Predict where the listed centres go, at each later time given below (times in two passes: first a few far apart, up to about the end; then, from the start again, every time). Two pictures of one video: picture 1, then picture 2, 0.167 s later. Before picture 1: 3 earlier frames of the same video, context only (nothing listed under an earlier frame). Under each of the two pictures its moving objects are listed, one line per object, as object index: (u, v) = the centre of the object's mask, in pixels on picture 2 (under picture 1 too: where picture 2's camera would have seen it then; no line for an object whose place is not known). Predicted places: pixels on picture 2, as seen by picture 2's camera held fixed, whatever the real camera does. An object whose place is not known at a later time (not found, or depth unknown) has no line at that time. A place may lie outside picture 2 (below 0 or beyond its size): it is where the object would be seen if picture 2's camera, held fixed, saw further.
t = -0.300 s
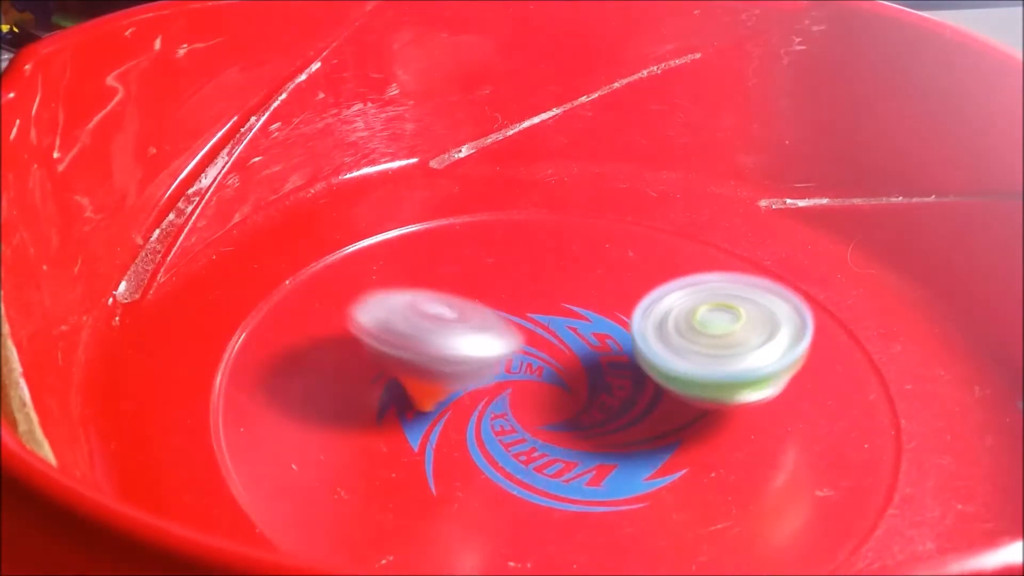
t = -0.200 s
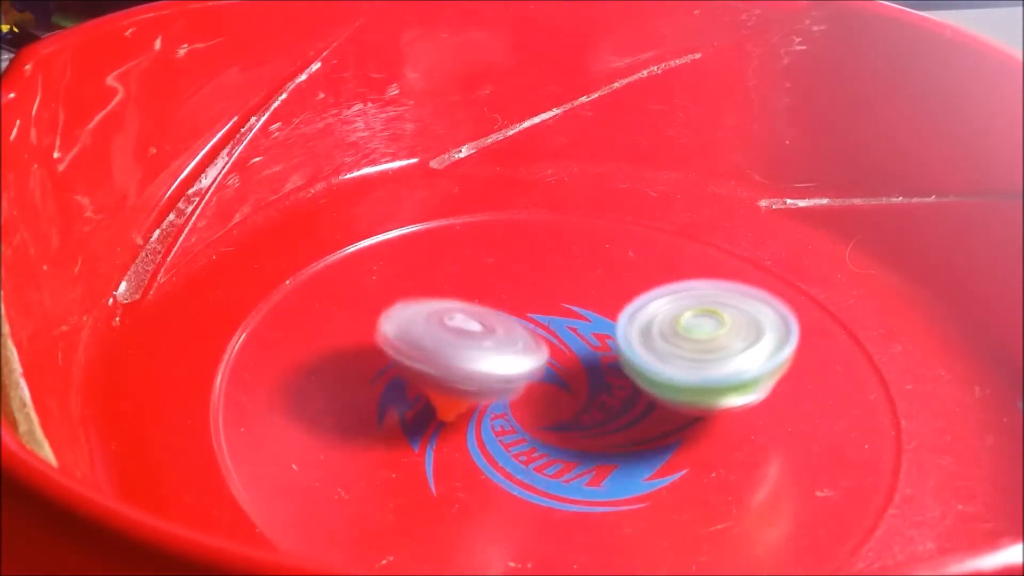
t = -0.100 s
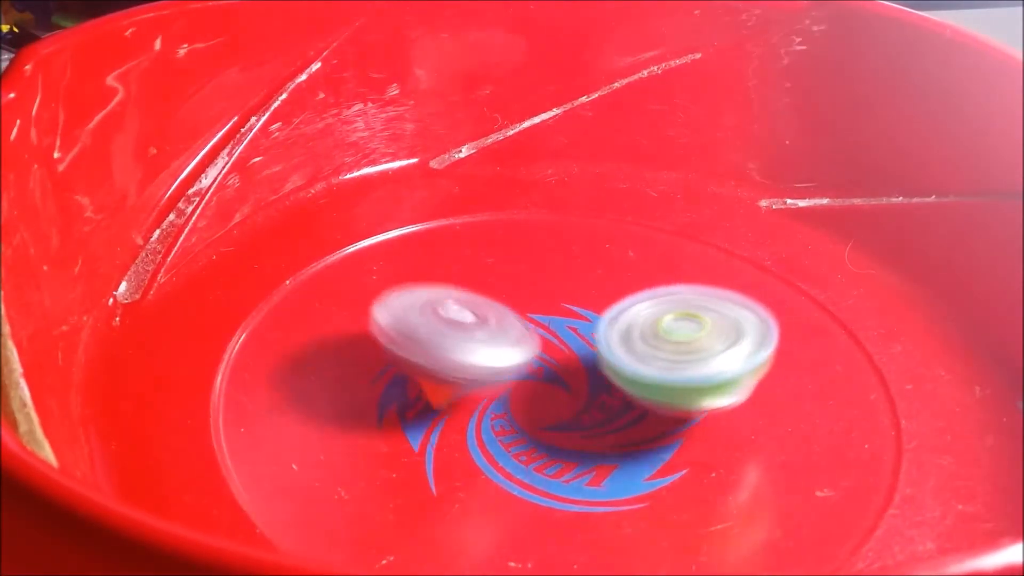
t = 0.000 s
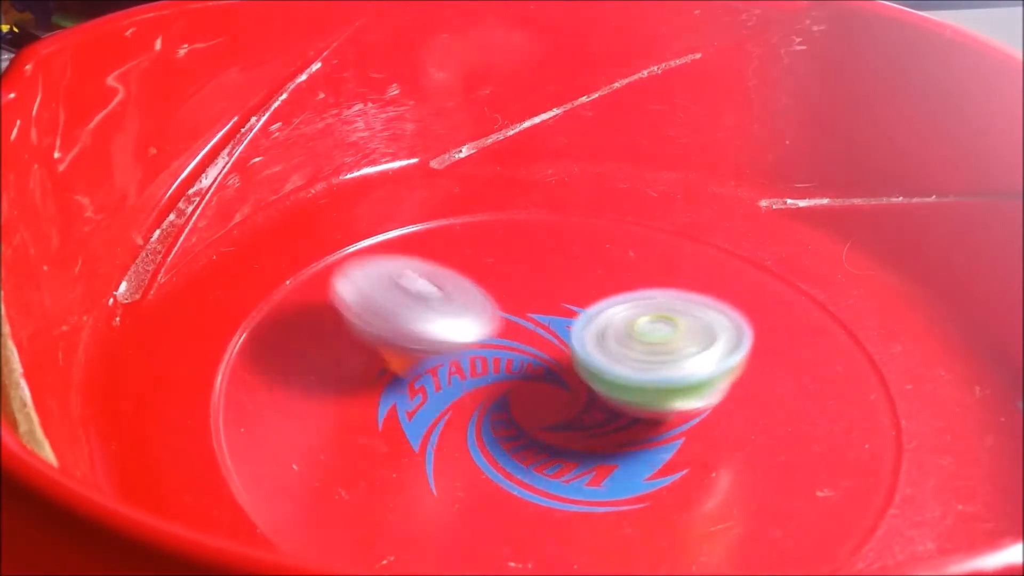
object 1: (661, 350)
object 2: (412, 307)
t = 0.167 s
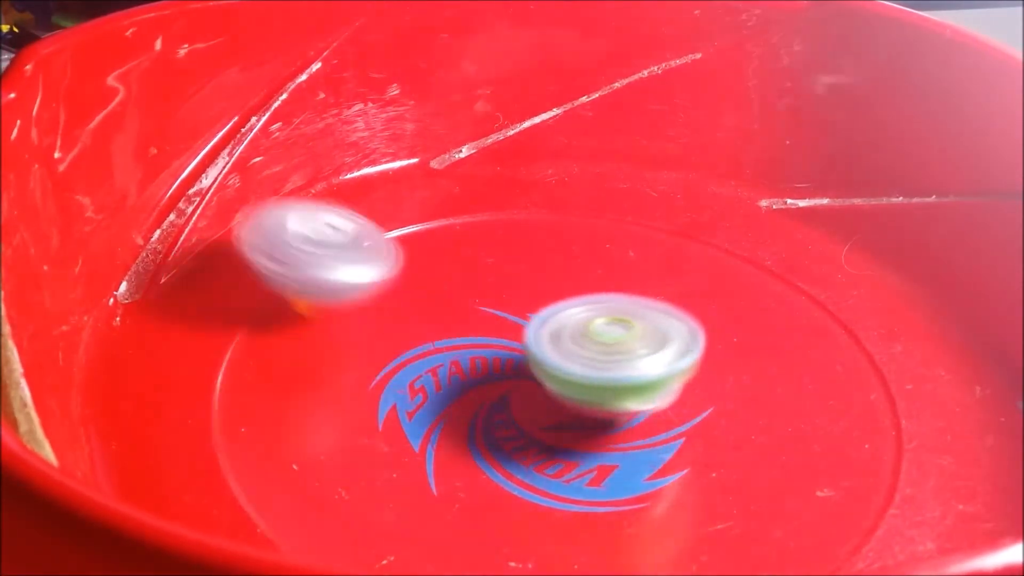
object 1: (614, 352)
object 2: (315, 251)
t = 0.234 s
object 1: (595, 351)
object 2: (287, 241)
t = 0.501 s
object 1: (528, 339)
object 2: (349, 273)
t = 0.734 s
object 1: (491, 321)
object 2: (357, 218)
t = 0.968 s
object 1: (531, 328)
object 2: (388, 227)
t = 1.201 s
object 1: (579, 328)
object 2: (498, 199)
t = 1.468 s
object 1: (627, 335)
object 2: (502, 226)
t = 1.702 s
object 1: (674, 390)
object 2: (695, 213)
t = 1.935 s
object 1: (665, 421)
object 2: (631, 238)
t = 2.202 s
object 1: (595, 420)
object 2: (808, 322)
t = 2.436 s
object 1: (550, 391)
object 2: (724, 265)
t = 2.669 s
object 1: (403, 408)
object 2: (624, 370)
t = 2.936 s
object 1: (289, 377)
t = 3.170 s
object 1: (369, 334)
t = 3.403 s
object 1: (338, 301)
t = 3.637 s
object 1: (449, 302)
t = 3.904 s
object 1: (484, 281)
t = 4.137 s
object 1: (425, 274)
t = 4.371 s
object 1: (425, 274)
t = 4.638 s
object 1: (368, 252)
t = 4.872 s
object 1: (370, 264)
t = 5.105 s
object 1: (374, 279)
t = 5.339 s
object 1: (369, 292)
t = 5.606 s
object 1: (383, 323)
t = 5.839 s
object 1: (342, 362)
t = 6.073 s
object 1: (340, 376)
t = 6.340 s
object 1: (420, 380)
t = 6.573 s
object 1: (585, 436)
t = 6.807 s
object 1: (630, 438)
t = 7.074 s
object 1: (627, 436)
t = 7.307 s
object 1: (654, 450)
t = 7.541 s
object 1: (632, 427)
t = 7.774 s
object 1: (638, 378)
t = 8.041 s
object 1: (642, 377)
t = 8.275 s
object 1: (596, 386)
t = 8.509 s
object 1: (503, 388)
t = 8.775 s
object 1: (501, 354)
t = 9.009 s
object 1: (504, 358)
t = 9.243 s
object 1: (524, 363)
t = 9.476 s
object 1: (486, 356)
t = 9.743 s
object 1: (575, 309)
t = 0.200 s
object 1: (604, 352)
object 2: (295, 243)
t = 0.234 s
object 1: (595, 351)
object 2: (287, 241)
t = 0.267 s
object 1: (586, 350)
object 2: (292, 252)
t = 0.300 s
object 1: (576, 348)
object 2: (299, 261)
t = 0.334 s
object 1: (567, 347)
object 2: (309, 271)
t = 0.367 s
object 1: (558, 345)
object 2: (319, 278)
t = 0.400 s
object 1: (550, 344)
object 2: (328, 282)
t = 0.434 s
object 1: (542, 343)
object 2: (336, 282)
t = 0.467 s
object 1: (534, 341)
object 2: (343, 279)
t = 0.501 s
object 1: (528, 339)
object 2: (349, 273)
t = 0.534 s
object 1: (521, 337)
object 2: (353, 264)
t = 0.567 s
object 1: (515, 335)
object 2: (356, 255)
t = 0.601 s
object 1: (509, 332)
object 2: (357, 245)
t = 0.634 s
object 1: (503, 330)
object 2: (358, 236)
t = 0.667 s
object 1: (499, 327)
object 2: (360, 229)
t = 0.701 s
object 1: (494, 324)
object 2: (359, 223)
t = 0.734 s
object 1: (491, 321)
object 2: (357, 218)
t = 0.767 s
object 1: (488, 318)
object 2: (353, 217)
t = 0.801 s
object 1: (486, 314)
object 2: (350, 220)
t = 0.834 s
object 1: (484, 312)
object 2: (351, 226)
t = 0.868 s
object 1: (487, 313)
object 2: (360, 232)
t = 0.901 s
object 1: (504, 320)
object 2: (366, 229)
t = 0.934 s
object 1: (519, 325)
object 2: (376, 227)
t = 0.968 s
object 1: (531, 328)
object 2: (388, 227)
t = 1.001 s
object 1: (538, 327)
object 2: (403, 226)
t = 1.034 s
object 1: (546, 327)
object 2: (420, 225)
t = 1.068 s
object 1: (553, 327)
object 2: (437, 223)
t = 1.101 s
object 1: (559, 327)
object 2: (456, 220)
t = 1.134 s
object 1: (566, 327)
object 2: (473, 214)
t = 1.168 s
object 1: (573, 328)
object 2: (487, 207)
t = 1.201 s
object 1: (579, 328)
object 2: (498, 199)
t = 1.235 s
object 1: (587, 329)
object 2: (505, 192)
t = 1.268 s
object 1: (594, 329)
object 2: (509, 184)
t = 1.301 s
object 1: (599, 330)
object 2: (507, 179)
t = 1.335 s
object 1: (606, 331)
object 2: (501, 178)
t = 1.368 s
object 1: (612, 332)
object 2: (491, 182)
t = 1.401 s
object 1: (618, 333)
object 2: (482, 192)
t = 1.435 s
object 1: (622, 334)
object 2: (486, 209)
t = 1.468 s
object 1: (627, 335)
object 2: (502, 226)
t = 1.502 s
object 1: (632, 337)
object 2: (527, 241)
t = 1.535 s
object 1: (643, 350)
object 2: (557, 250)
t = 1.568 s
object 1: (652, 366)
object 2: (590, 250)
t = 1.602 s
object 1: (659, 376)
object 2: (624, 246)
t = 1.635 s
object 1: (664, 381)
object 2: (655, 236)
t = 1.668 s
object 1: (670, 386)
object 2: (679, 225)
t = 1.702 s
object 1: (674, 390)
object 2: (695, 213)
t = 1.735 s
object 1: (676, 395)
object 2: (702, 199)
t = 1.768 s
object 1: (676, 400)
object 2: (697, 193)
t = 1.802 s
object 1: (677, 404)
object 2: (680, 199)
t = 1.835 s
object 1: (675, 409)
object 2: (660, 207)
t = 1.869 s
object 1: (672, 413)
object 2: (644, 215)
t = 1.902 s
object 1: (669, 417)
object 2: (634, 224)
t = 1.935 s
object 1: (665, 421)
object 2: (631, 238)
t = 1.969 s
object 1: (658, 423)
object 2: (635, 257)
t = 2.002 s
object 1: (651, 425)
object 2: (646, 274)
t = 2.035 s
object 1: (643, 426)
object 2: (665, 291)
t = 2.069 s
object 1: (633, 426)
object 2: (690, 305)
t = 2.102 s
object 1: (624, 425)
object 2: (720, 316)
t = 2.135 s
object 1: (614, 424)
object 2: (751, 325)
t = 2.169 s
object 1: (604, 422)
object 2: (781, 326)
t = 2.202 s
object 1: (595, 420)
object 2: (808, 322)
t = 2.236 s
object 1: (587, 417)
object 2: (831, 313)
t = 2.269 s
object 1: (579, 414)
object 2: (846, 300)
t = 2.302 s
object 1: (571, 410)
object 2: (848, 284)
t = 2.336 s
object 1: (565, 407)
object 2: (831, 272)
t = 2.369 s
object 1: (559, 403)
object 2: (801, 262)
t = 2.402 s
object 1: (554, 397)
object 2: (764, 260)
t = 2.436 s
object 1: (550, 391)
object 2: (724, 265)
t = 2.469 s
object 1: (546, 386)
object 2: (682, 278)
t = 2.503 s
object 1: (539, 381)
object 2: (649, 291)
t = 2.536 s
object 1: (503, 389)
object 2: (630, 301)
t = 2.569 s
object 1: (470, 401)
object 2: (617, 312)
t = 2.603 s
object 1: (450, 408)
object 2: (605, 328)
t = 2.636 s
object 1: (442, 409)
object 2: (600, 350)
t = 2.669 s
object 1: (403, 408)
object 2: (624, 370)
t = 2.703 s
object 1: (347, 405)
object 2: (672, 388)
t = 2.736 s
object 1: (314, 403)
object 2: (719, 395)
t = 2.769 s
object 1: (295, 401)
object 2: (758, 394)
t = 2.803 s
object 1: (287, 398)
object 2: (793, 386)
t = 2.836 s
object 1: (282, 393)
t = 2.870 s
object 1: (282, 388)
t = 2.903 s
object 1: (284, 383)
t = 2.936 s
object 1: (289, 377)
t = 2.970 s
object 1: (295, 372)
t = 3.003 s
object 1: (303, 366)
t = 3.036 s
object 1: (313, 360)
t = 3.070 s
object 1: (326, 356)
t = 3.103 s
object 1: (339, 349)
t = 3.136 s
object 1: (357, 341)
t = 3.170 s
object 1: (369, 334)
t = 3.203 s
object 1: (343, 324)
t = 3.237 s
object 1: (318, 315)
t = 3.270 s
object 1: (310, 309)
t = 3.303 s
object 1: (314, 305)
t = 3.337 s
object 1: (321, 303)
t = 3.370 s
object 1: (330, 303)
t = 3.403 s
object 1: (338, 301)
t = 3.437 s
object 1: (349, 300)
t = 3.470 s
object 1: (361, 300)
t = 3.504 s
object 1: (375, 299)
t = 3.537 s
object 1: (391, 299)
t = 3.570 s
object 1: (409, 300)
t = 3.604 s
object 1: (428, 301)
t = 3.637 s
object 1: (449, 302)
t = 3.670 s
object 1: (471, 304)
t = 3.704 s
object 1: (497, 306)
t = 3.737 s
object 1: (525, 307)
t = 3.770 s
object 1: (524, 299)
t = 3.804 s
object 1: (508, 289)
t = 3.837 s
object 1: (498, 283)
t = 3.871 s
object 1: (496, 282)
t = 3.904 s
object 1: (484, 281)
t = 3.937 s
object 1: (463, 278)
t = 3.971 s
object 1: (452, 278)
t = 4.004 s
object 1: (445, 277)
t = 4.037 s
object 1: (434, 276)
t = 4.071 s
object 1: (432, 276)
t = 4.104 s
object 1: (429, 275)
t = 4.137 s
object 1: (425, 274)
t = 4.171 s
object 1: (422, 273)
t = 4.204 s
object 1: (420, 272)
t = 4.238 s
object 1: (419, 271)
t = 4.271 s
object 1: (419, 271)
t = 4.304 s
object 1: (420, 272)
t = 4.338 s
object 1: (423, 273)
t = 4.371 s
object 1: (425, 274)
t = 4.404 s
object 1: (428, 276)
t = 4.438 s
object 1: (431, 278)
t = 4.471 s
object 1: (434, 281)
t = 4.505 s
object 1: (438, 284)
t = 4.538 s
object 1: (422, 275)
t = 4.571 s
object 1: (394, 264)
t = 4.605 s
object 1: (375, 255)
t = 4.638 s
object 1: (368, 252)
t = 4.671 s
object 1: (368, 254)
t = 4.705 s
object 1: (367, 255)
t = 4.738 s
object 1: (366, 257)
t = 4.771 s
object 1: (366, 258)
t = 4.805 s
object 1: (367, 260)
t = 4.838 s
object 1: (369, 262)
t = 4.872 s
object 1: (370, 264)
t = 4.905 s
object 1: (373, 267)
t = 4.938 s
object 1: (375, 271)
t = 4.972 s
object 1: (379, 275)
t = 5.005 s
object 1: (383, 279)
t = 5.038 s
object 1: (386, 283)
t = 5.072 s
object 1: (386, 286)
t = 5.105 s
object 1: (374, 279)
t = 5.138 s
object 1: (365, 276)
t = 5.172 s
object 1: (365, 277)
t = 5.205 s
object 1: (367, 280)
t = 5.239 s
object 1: (368, 283)
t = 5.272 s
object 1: (368, 286)
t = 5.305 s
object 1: (368, 288)
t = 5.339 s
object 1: (369, 292)
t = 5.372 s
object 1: (372, 295)
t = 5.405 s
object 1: (375, 298)
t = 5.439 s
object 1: (376, 302)
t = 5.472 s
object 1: (379, 306)
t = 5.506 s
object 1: (382, 310)
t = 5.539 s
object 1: (384, 314)
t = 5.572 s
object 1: (387, 319)
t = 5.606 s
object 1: (383, 323)
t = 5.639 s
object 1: (364, 327)
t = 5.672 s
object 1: (349, 337)
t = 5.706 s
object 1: (340, 347)
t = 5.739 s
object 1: (338, 354)
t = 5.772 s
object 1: (338, 358)
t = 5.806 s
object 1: (339, 360)
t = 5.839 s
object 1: (342, 362)
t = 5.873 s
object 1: (334, 368)
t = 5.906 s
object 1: (324, 376)
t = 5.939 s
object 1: (324, 378)
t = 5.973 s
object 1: (326, 376)
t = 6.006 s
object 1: (330, 376)
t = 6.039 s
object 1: (336, 377)
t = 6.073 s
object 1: (340, 376)
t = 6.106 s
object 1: (345, 377)
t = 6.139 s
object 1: (351, 377)
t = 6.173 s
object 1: (356, 378)
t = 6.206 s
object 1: (363, 380)
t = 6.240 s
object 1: (372, 379)
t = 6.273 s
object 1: (381, 379)
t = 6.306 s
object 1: (397, 381)
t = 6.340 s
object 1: (420, 380)
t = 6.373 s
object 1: (444, 382)
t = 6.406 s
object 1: (475, 383)
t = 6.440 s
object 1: (498, 386)
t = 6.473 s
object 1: (515, 407)
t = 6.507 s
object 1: (535, 417)
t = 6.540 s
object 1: (554, 426)
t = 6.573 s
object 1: (585, 436)
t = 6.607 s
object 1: (604, 444)
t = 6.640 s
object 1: (617, 446)
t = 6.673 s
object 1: (624, 445)
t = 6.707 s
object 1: (626, 442)
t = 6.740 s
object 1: (627, 441)
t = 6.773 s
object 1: (628, 439)
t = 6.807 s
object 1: (630, 438)
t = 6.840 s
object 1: (632, 437)
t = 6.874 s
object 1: (633, 435)
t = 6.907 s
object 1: (634, 433)
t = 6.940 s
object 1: (634, 430)
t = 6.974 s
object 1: (637, 427)
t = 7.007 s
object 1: (634, 429)
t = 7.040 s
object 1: (631, 435)
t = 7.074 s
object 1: (627, 436)
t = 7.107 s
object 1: (625, 432)
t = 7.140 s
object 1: (630, 428)
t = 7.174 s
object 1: (637, 429)
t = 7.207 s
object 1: (644, 430)
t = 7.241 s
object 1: (643, 439)
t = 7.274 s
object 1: (653, 447)
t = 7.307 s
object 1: (654, 450)
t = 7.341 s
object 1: (652, 449)
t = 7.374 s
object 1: (648, 448)
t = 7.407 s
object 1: (647, 443)
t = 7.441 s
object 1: (648, 441)
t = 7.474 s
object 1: (644, 437)
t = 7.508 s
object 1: (641, 434)
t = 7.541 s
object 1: (632, 427)
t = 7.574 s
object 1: (627, 419)
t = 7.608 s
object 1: (618, 405)
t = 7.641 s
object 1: (612, 395)
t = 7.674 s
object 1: (616, 391)
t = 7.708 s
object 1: (630, 386)
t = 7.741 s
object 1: (632, 384)
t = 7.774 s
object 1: (638, 378)
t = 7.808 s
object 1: (641, 377)
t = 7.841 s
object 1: (644, 376)
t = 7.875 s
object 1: (645, 376)
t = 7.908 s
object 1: (641, 375)
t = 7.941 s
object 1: (640, 373)
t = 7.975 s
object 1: (642, 374)
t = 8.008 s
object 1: (643, 375)
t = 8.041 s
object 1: (642, 377)
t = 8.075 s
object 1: (634, 381)
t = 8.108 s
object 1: (633, 386)
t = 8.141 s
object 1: (628, 390)
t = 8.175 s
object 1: (622, 390)
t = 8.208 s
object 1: (617, 390)
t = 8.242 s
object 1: (605, 386)
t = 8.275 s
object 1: (596, 386)
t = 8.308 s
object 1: (587, 379)
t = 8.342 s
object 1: (577, 378)
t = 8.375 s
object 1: (557, 378)
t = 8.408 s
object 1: (540, 387)
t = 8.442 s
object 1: (525, 393)
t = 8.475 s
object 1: (514, 391)
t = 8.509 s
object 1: (503, 388)
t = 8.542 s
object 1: (496, 384)
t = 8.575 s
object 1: (494, 378)
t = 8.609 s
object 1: (494, 372)
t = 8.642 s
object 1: (498, 368)
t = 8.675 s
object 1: (502, 362)
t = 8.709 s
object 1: (510, 358)
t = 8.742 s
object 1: (507, 358)
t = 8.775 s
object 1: (501, 354)
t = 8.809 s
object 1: (502, 354)
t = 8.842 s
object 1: (496, 356)
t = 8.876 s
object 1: (496, 358)
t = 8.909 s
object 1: (496, 355)
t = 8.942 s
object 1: (500, 357)
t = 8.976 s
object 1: (503, 357)
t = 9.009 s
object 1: (504, 358)
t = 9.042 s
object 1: (504, 359)
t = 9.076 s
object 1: (502, 360)
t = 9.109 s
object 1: (502, 359)
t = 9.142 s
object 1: (505, 357)
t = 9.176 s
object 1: (512, 359)
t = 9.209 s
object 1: (522, 362)
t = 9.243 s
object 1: (524, 363)
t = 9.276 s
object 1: (510, 368)
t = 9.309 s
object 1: (494, 374)
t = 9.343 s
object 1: (481, 366)
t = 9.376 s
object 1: (476, 367)
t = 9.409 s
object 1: (474, 363)
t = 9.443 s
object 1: (481, 361)
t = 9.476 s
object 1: (486, 356)
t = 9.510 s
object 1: (492, 353)
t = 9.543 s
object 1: (498, 350)
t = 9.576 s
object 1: (504, 345)
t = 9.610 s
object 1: (509, 340)
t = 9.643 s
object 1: (520, 334)
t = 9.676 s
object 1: (533, 326)
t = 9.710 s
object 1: (553, 316)
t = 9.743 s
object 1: (575, 309)
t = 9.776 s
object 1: (595, 305)
